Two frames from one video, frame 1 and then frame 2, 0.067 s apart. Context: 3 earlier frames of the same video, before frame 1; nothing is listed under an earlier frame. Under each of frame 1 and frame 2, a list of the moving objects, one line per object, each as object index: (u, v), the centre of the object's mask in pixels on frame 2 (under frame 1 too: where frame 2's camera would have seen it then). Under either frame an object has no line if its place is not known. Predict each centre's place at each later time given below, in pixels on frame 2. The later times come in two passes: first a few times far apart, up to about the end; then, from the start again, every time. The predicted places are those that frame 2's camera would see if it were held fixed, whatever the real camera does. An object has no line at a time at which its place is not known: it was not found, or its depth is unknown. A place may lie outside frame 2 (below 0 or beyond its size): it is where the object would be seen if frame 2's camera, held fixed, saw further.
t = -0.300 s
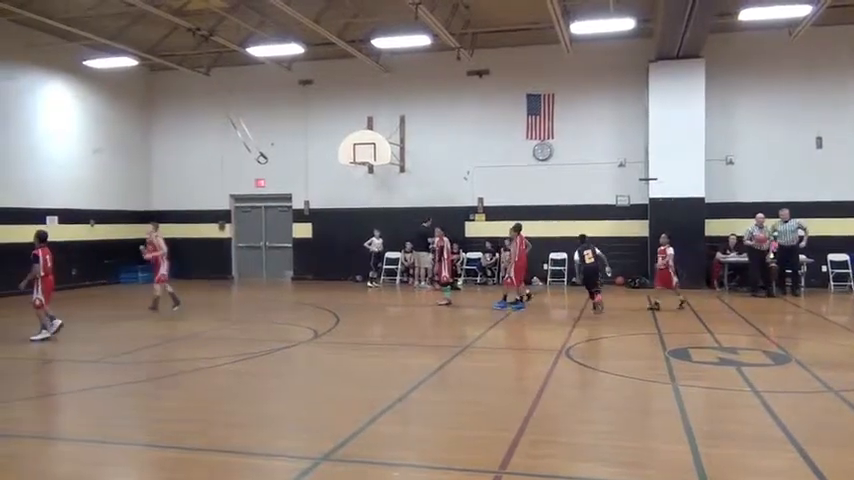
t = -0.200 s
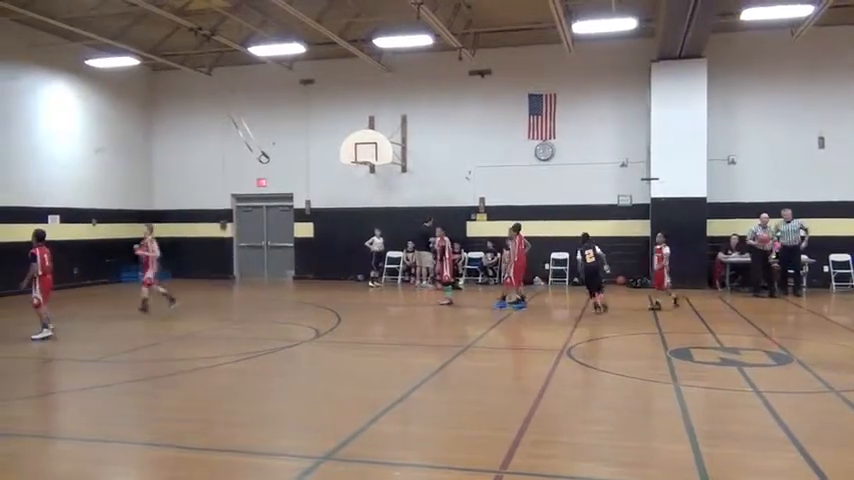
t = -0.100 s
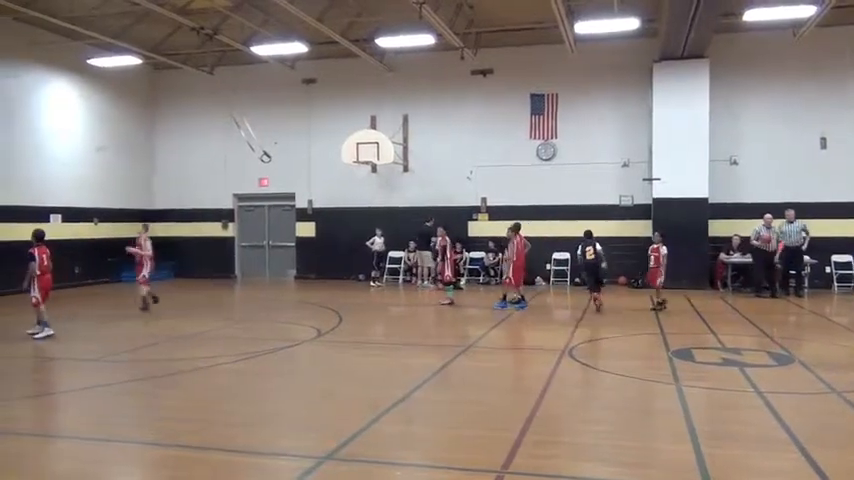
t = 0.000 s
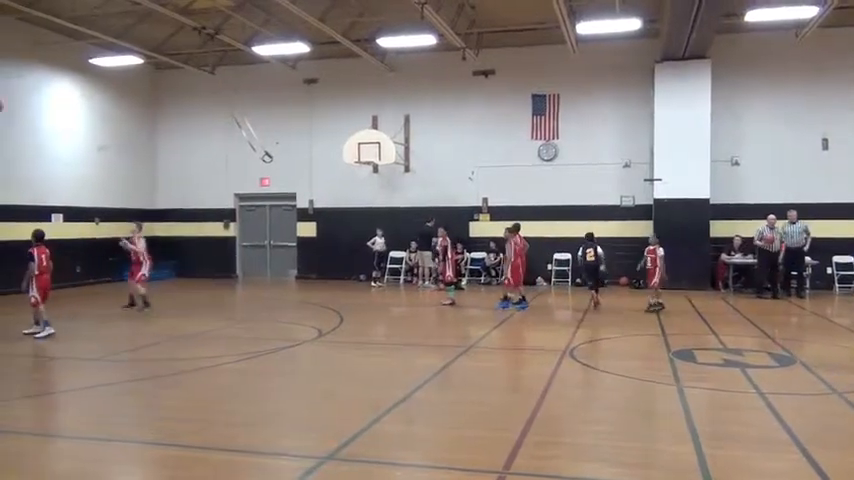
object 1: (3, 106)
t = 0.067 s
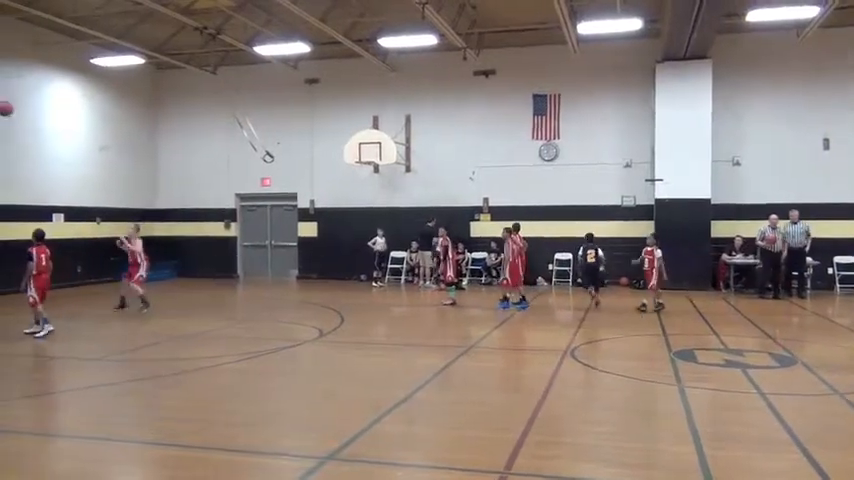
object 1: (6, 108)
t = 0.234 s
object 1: (27, 129)
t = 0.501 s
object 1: (61, 196)
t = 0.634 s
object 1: (79, 247)
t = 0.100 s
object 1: (8, 112)
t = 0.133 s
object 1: (13, 115)
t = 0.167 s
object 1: (17, 119)
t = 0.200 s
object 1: (22, 124)
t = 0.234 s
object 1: (27, 129)
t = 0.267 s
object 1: (31, 135)
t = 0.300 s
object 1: (35, 142)
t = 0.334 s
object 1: (40, 150)
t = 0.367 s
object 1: (44, 157)
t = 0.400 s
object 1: (48, 166)
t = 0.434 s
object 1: (53, 175)
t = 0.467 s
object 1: (56, 186)
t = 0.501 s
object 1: (61, 196)
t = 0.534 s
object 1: (65, 207)
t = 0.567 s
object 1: (70, 219)
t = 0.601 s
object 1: (73, 232)
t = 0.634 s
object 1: (79, 247)
